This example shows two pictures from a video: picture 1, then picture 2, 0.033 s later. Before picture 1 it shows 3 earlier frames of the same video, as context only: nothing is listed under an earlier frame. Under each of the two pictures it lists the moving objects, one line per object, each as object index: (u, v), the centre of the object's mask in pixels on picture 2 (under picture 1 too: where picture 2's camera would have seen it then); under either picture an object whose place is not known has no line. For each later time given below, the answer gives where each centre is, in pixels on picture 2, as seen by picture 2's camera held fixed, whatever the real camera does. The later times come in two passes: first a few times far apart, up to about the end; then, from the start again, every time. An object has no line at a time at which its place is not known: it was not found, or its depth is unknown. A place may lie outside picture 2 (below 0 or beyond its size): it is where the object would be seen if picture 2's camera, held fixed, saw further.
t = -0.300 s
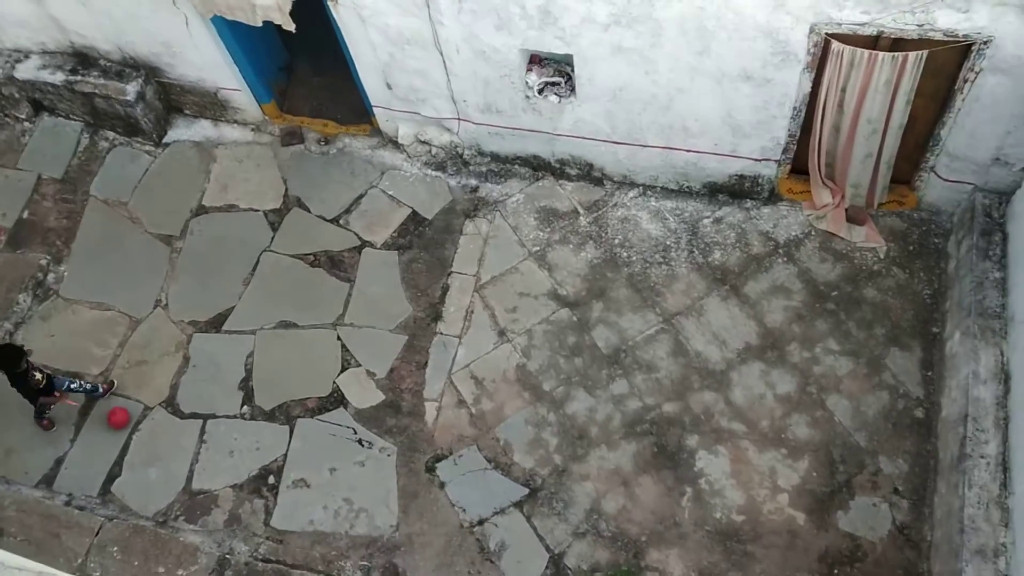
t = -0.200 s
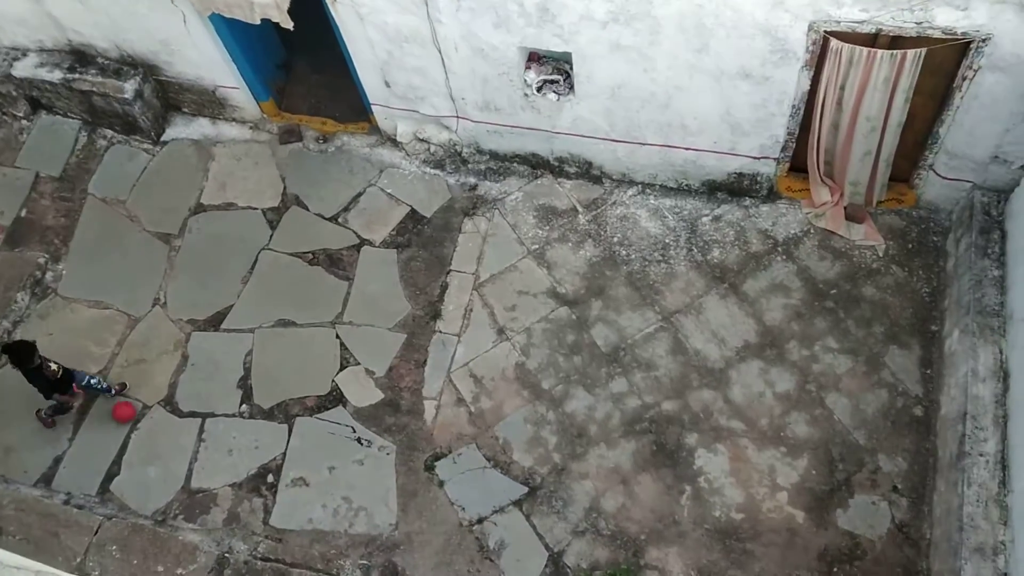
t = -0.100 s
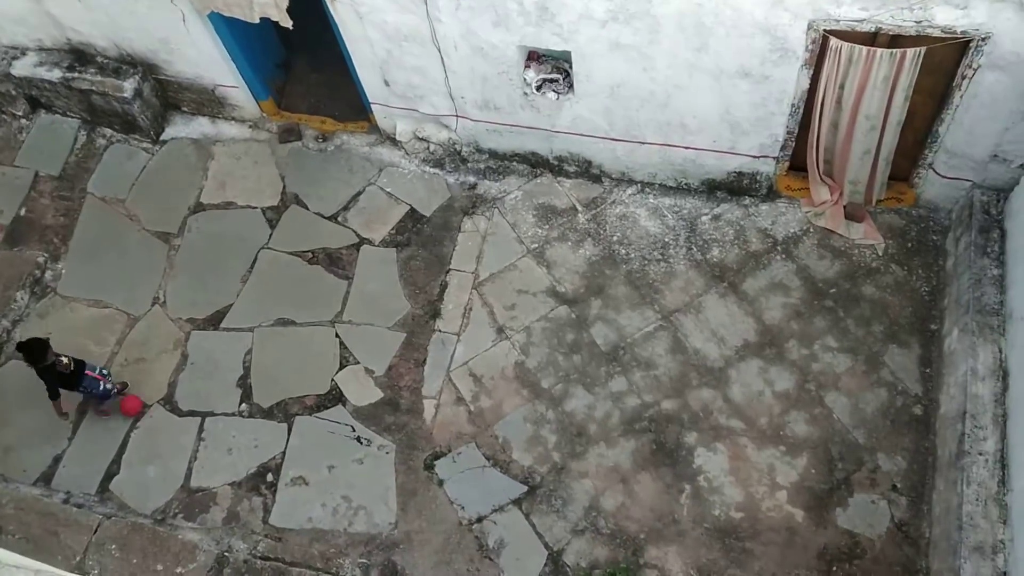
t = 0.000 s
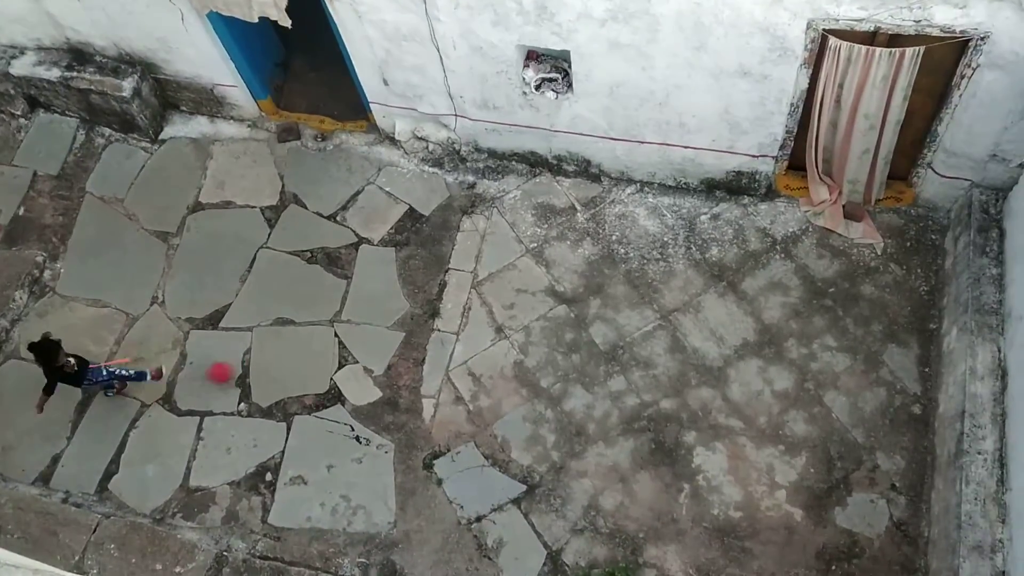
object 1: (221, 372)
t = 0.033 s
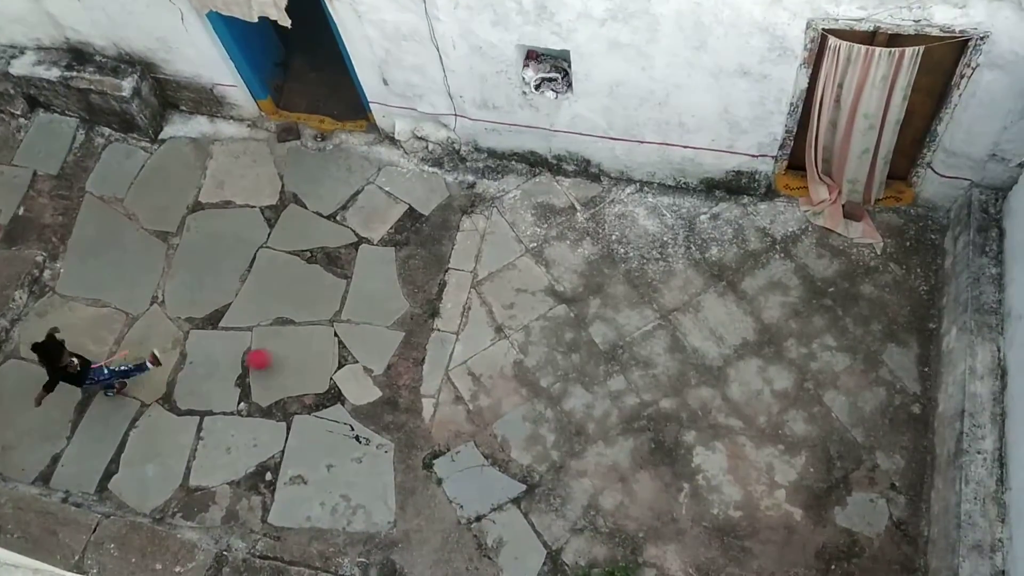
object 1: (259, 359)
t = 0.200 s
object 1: (442, 309)
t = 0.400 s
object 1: (597, 253)
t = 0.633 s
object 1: (728, 197)
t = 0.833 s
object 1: (798, 248)
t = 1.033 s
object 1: (867, 327)
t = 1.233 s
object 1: (933, 351)
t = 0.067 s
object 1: (297, 347)
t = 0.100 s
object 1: (334, 336)
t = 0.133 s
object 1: (371, 326)
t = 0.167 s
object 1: (408, 318)
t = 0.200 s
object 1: (442, 309)
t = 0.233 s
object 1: (473, 298)
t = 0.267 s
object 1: (499, 288)
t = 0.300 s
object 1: (526, 278)
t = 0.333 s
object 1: (551, 270)
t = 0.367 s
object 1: (575, 262)
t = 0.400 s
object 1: (597, 253)
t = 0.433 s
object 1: (617, 244)
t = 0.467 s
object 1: (631, 237)
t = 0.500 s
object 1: (653, 228)
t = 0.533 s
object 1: (672, 220)
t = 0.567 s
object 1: (690, 214)
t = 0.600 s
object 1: (710, 206)
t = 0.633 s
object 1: (728, 197)
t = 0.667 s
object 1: (740, 200)
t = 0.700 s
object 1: (752, 208)
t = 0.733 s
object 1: (765, 217)
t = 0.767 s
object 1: (777, 226)
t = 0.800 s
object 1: (788, 237)
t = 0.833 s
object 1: (798, 248)
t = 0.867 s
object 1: (811, 261)
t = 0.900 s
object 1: (824, 275)
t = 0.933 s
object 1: (835, 288)
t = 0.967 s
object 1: (845, 303)
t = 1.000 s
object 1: (856, 319)
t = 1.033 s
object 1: (867, 327)
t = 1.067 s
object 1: (879, 329)
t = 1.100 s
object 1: (890, 332)
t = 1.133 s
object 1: (901, 335)
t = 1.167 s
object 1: (912, 339)
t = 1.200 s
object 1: (924, 344)
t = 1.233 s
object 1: (933, 351)
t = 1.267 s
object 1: (932, 354)
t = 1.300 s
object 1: (922, 354)
